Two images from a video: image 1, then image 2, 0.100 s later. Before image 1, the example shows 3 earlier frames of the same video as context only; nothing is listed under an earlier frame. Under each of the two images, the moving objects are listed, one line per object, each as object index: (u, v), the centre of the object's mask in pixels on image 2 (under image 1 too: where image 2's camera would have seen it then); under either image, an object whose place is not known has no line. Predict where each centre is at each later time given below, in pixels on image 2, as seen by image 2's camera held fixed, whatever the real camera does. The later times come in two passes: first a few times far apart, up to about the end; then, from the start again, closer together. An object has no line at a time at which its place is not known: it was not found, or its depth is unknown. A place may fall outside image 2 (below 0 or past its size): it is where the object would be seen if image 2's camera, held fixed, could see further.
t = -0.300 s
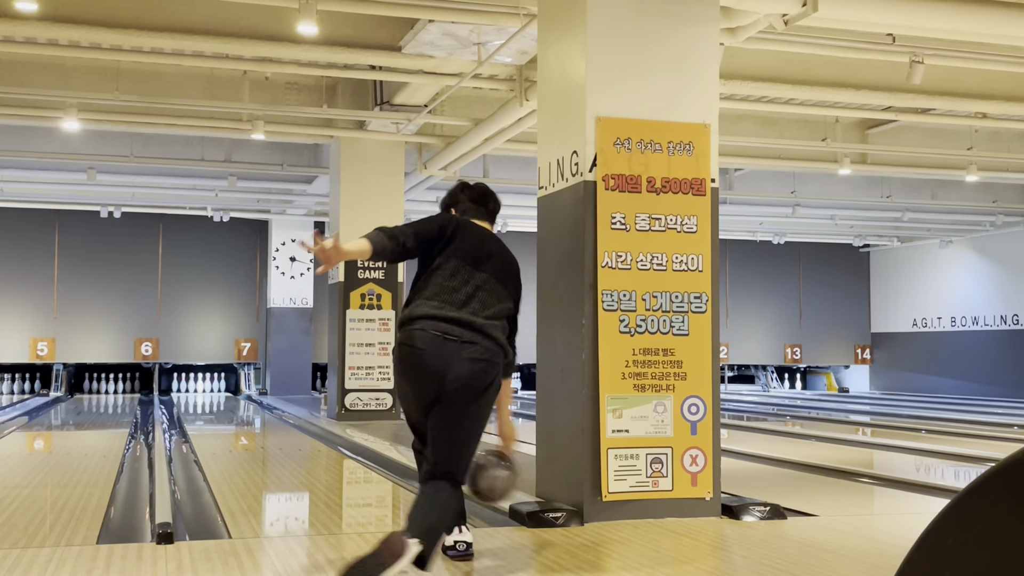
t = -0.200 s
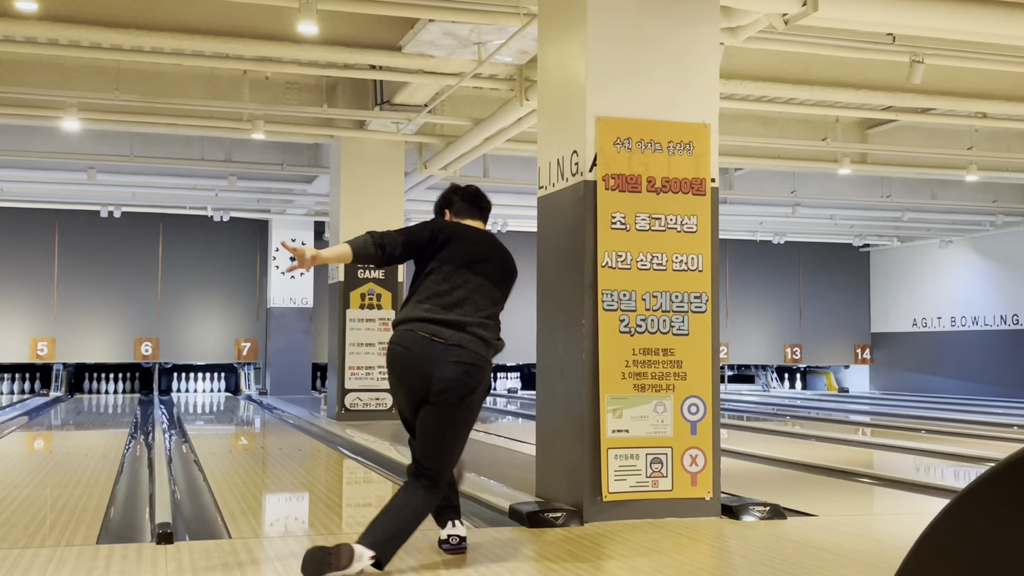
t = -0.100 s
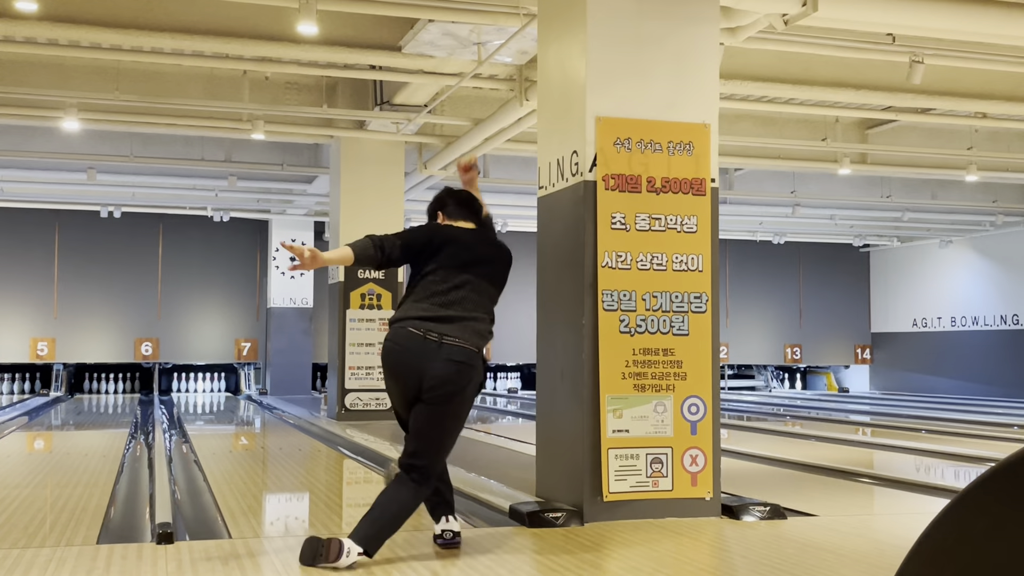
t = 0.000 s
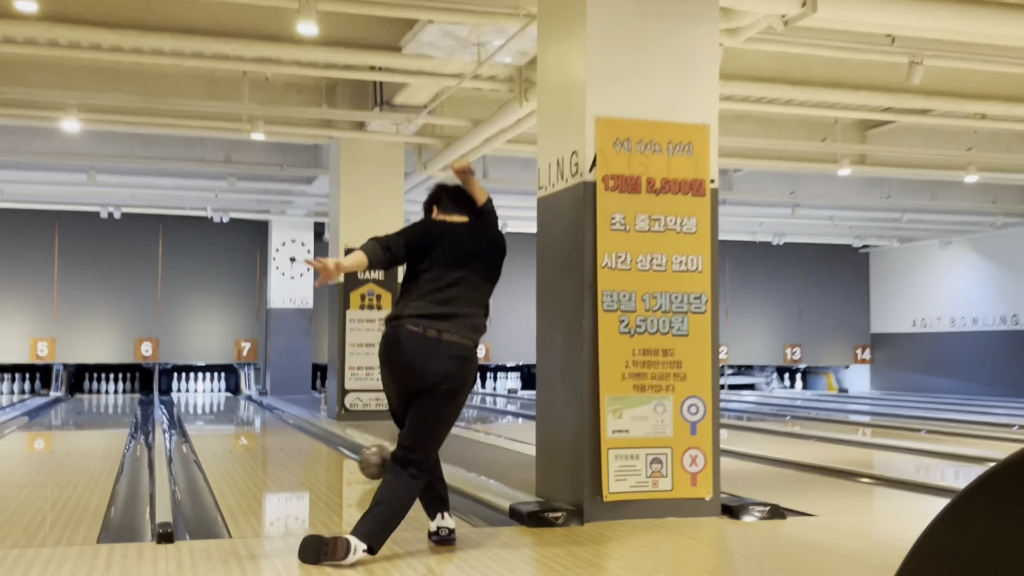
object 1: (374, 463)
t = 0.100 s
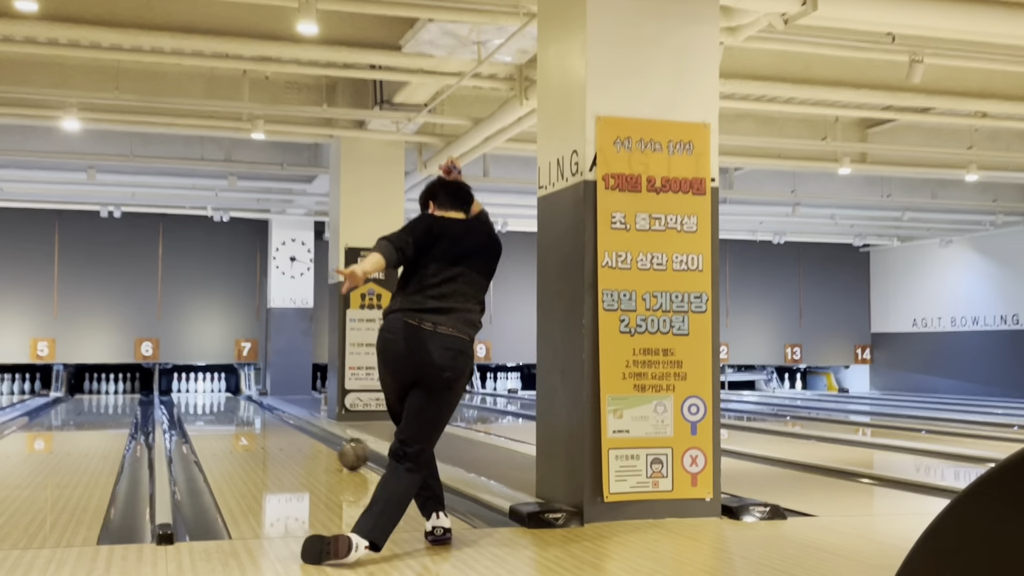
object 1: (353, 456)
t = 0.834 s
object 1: (268, 411)
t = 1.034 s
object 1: (253, 406)
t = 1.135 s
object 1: (248, 402)
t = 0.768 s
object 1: (272, 413)
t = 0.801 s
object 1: (269, 412)
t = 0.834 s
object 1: (268, 411)
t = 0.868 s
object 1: (265, 410)
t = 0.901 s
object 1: (262, 409)
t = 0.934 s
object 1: (260, 408)
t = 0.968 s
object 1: (258, 407)
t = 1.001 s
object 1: (256, 406)
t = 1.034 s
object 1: (253, 406)
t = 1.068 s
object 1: (251, 404)
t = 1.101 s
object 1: (250, 403)
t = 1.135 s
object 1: (248, 402)
